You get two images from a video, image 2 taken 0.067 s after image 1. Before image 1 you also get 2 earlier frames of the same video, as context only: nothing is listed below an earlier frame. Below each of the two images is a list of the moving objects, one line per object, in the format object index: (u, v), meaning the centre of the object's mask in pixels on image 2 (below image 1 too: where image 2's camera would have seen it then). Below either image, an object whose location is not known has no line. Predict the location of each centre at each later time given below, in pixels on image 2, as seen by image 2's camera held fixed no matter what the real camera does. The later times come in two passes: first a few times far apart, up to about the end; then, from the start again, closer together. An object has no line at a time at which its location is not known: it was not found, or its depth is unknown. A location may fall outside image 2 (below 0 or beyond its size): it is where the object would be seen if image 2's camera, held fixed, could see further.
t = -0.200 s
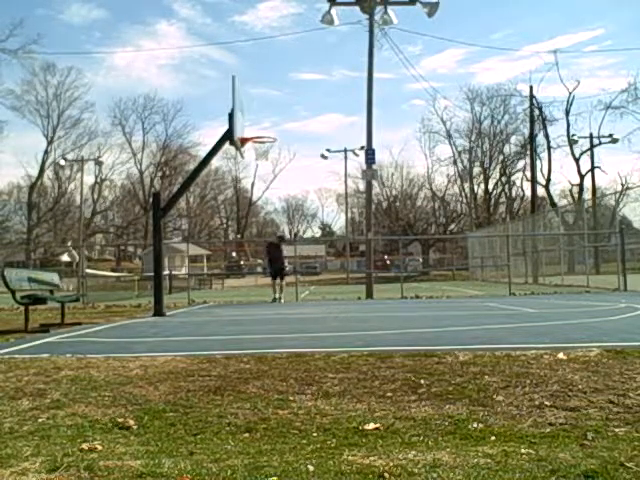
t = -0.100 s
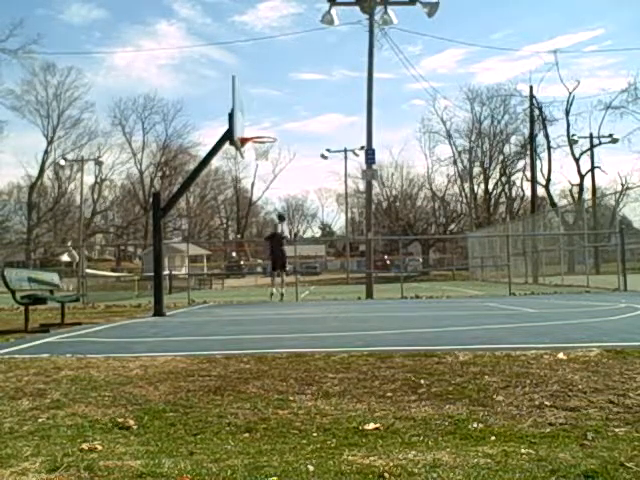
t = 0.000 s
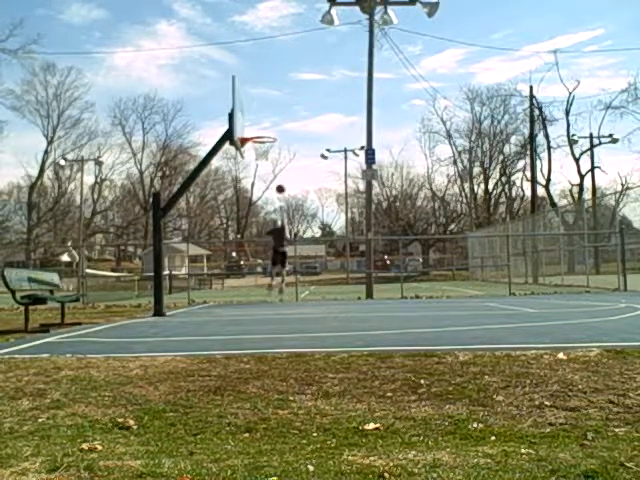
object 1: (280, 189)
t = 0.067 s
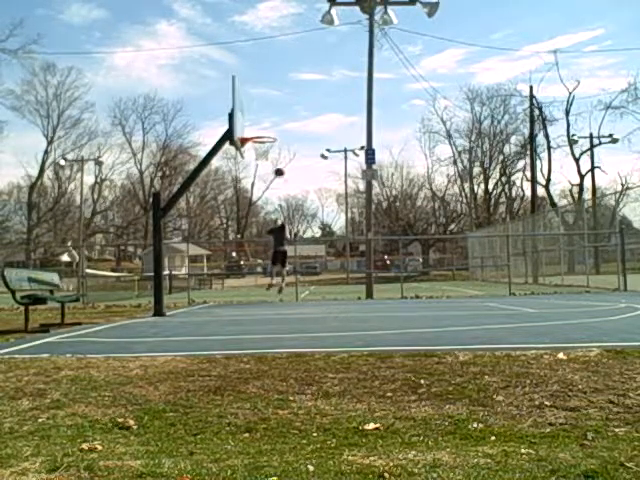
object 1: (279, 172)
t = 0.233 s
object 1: (277, 136)
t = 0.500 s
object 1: (270, 101)
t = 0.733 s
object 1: (265, 96)
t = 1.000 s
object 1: (258, 125)
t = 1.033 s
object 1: (257, 130)
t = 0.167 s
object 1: (277, 149)
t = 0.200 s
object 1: (277, 142)
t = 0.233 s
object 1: (277, 136)
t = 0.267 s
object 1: (275, 130)
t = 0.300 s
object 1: (274, 124)
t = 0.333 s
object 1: (274, 119)
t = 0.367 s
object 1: (273, 115)
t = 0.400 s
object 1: (272, 111)
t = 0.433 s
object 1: (272, 107)
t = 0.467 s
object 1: (271, 103)
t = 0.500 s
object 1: (270, 101)
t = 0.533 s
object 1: (269, 98)
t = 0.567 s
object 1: (269, 97)
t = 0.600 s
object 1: (268, 96)
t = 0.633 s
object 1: (268, 95)
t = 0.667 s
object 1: (267, 95)
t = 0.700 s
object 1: (266, 95)
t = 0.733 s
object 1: (265, 96)
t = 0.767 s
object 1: (264, 97)
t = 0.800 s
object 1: (264, 99)
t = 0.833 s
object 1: (263, 102)
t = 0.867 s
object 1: (262, 105)
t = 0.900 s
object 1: (261, 109)
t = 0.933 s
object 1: (260, 114)
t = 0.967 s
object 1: (259, 119)
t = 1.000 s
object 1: (258, 125)
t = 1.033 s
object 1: (257, 130)
